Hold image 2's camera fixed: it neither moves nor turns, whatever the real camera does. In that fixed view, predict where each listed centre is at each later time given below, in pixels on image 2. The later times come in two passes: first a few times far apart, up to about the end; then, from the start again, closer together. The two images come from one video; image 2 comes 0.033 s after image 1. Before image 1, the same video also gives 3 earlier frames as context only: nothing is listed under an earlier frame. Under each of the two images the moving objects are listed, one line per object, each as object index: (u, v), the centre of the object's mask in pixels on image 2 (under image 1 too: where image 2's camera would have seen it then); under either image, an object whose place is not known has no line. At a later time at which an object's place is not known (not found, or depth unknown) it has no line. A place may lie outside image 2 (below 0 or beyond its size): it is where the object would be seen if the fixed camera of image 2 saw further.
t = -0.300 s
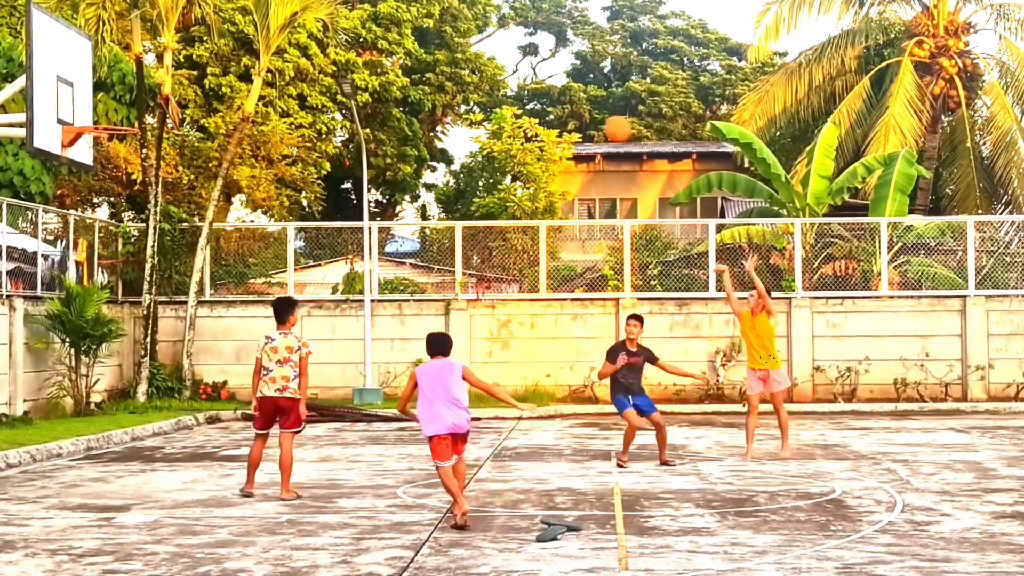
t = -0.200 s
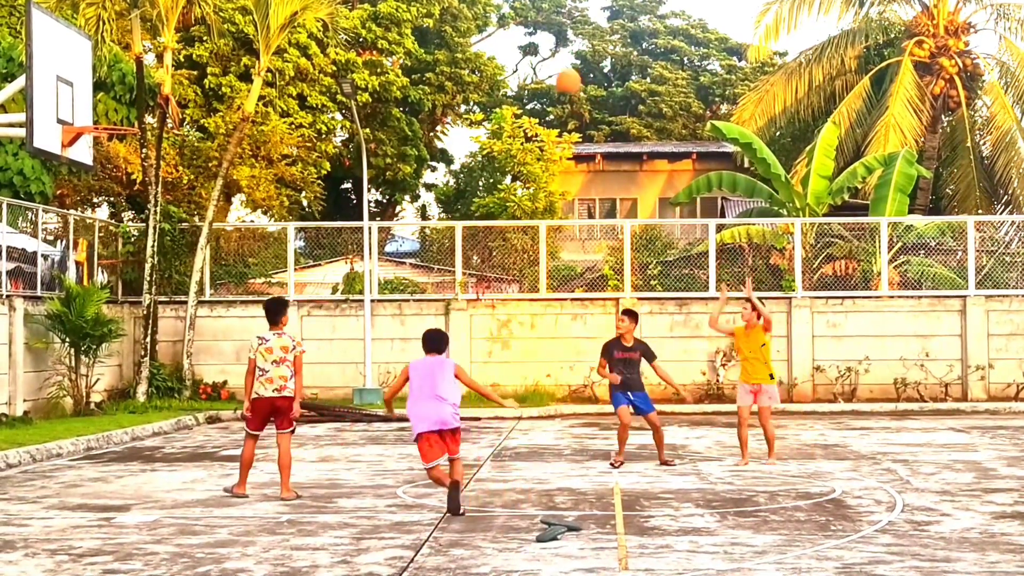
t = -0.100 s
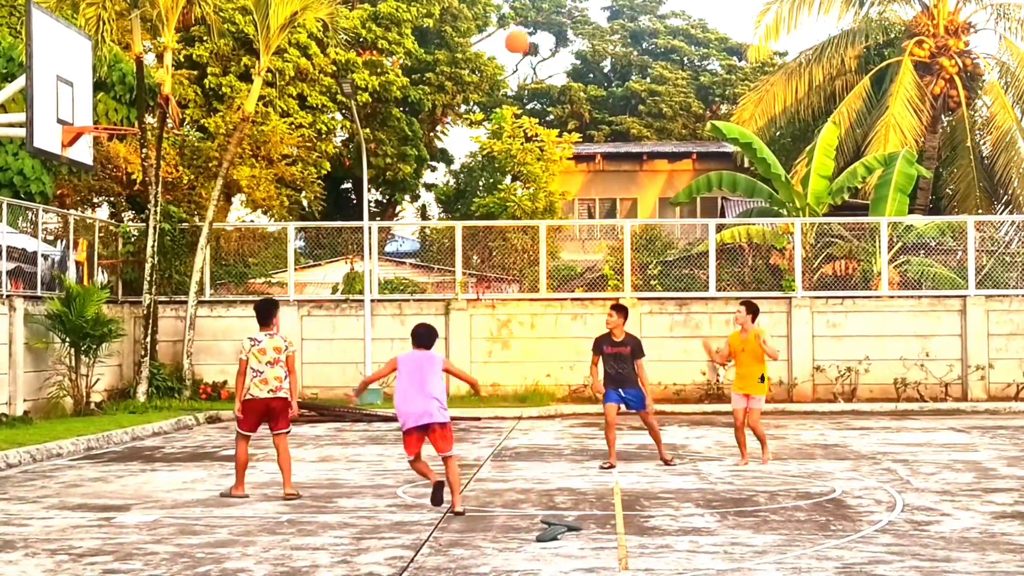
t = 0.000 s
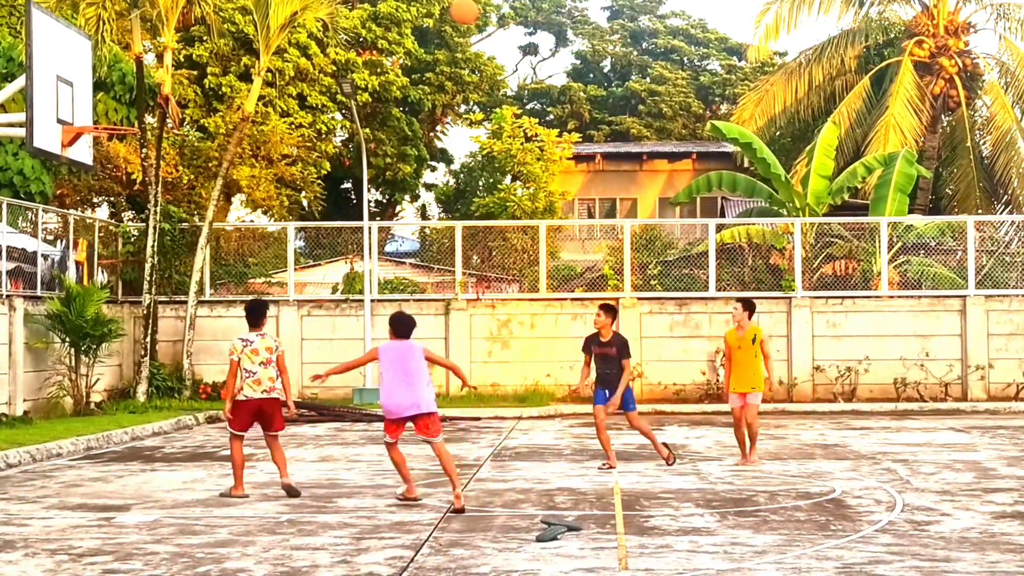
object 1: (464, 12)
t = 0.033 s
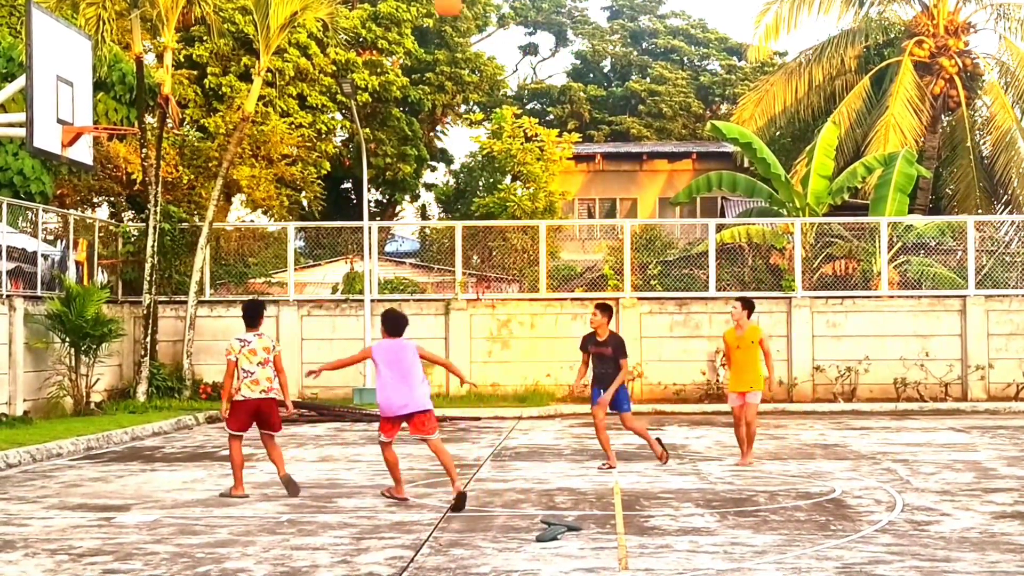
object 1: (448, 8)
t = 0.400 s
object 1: (251, 5)
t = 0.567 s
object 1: (157, 45)
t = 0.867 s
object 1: (71, 107)
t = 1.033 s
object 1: (68, 126)
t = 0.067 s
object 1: (430, 4)
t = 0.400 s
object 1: (251, 5)
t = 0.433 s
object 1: (232, 8)
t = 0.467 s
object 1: (213, 13)
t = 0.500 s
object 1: (195, 22)
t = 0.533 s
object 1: (177, 33)
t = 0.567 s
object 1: (157, 45)
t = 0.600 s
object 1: (138, 59)
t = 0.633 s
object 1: (120, 73)
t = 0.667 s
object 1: (102, 89)
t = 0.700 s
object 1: (82, 107)
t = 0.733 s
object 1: (73, 115)
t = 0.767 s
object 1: (72, 111)
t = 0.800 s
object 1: (72, 109)
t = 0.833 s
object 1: (72, 107)
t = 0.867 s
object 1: (71, 107)
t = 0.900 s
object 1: (70, 108)
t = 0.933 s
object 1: (70, 111)
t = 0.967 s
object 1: (69, 115)
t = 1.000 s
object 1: (69, 120)
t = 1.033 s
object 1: (68, 126)
